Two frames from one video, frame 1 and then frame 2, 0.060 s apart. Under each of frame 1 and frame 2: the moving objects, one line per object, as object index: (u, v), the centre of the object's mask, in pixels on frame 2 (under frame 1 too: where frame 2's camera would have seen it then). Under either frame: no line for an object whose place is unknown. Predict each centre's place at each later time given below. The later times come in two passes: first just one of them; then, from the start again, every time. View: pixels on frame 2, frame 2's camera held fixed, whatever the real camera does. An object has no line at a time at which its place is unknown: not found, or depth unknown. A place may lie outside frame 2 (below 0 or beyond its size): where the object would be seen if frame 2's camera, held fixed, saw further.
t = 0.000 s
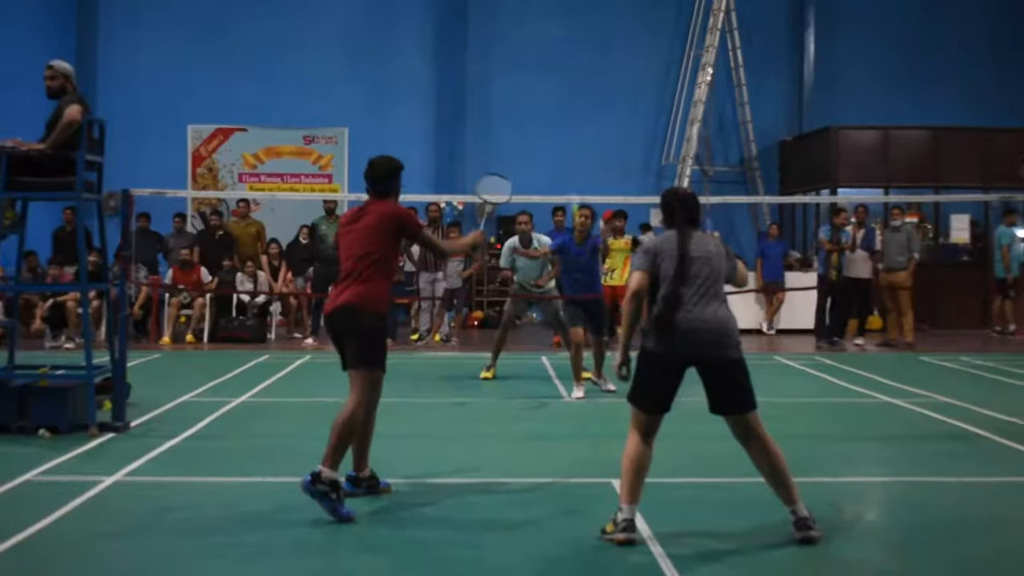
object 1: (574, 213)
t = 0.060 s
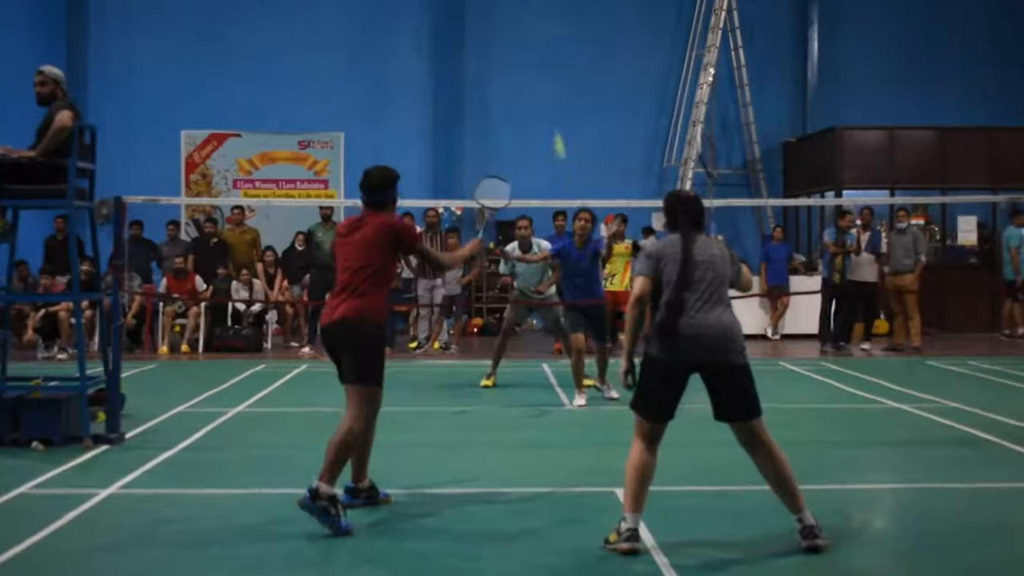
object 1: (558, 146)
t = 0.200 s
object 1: (519, 14)
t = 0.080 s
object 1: (555, 123)
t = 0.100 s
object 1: (550, 101)
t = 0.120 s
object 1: (543, 84)
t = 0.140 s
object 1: (536, 67)
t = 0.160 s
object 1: (529, 49)
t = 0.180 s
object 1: (523, 32)
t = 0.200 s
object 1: (519, 14)
